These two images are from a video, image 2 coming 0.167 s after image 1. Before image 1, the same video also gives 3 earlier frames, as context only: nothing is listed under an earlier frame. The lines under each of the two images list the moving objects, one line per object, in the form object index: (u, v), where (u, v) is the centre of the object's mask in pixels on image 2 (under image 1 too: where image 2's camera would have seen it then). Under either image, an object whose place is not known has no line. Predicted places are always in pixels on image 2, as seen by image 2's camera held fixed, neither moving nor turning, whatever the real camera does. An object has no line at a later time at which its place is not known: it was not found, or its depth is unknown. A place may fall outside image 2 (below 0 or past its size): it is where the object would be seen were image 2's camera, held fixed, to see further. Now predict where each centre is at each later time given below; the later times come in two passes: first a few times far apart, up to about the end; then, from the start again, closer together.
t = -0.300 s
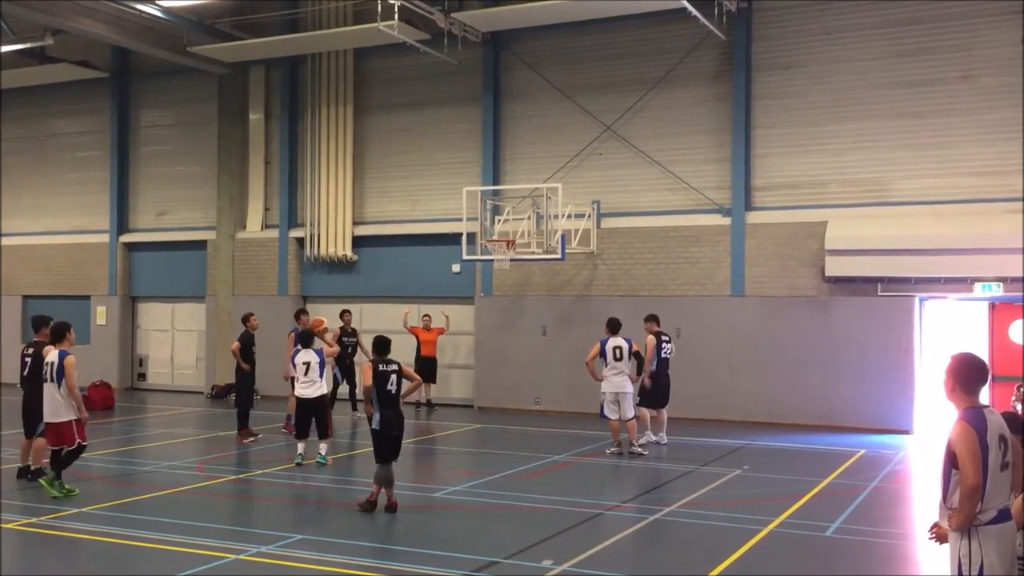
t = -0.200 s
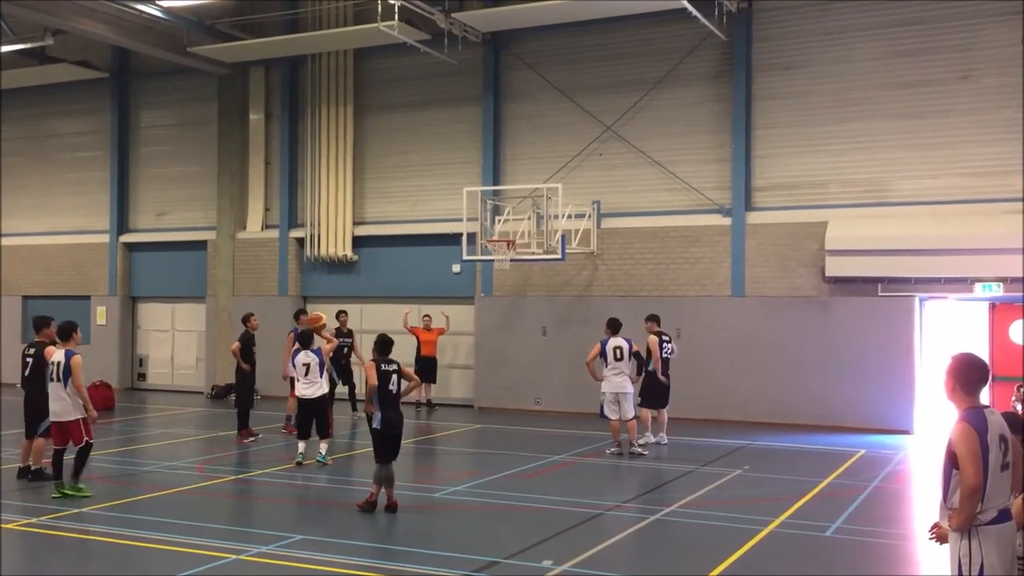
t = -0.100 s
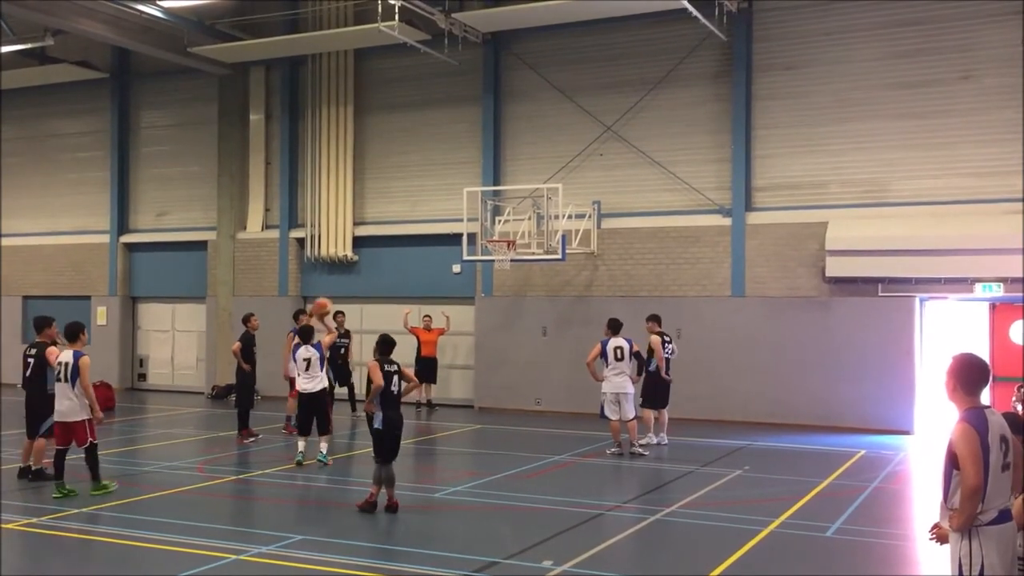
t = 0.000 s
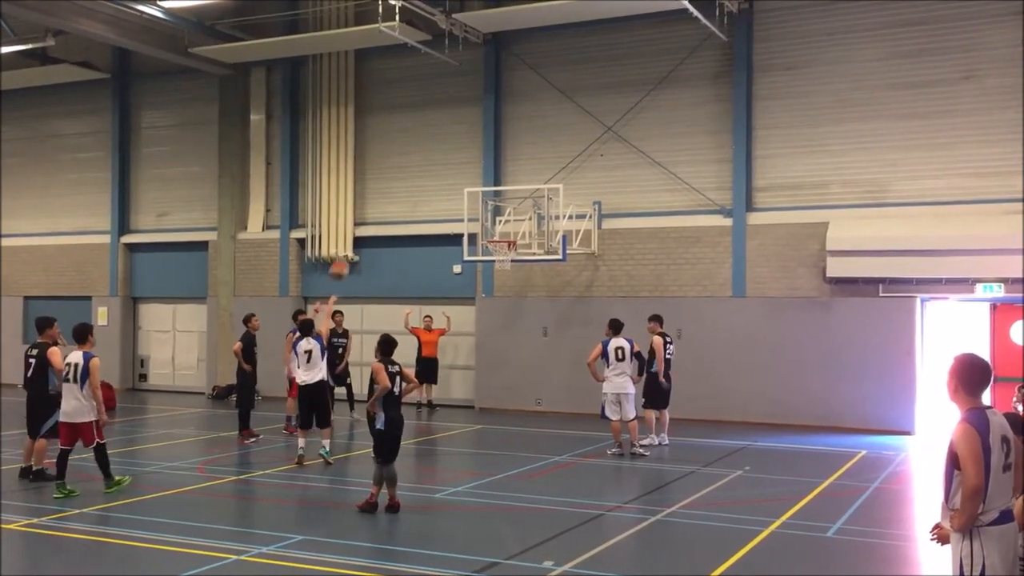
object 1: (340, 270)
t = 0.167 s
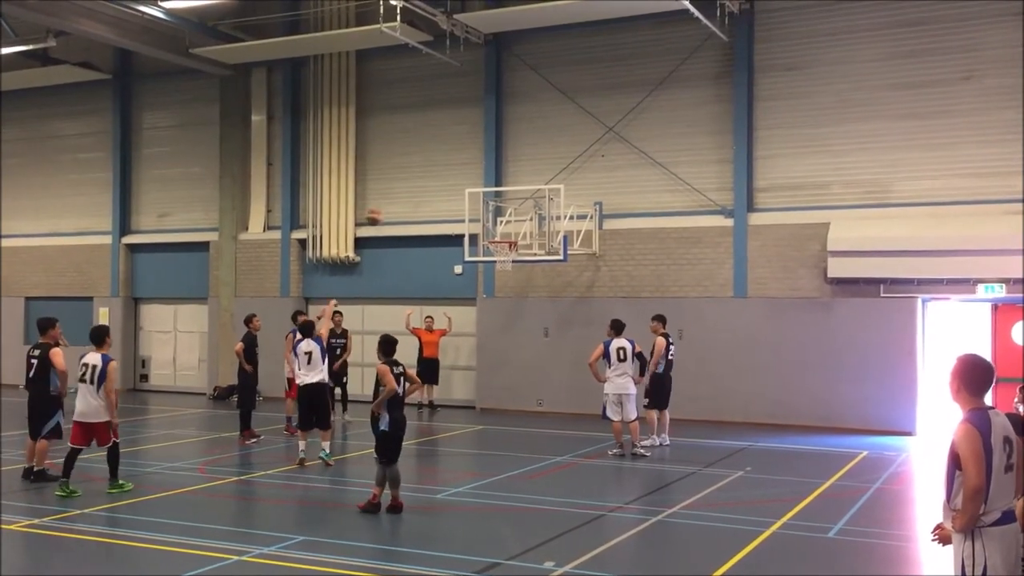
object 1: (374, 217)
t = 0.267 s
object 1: (392, 196)
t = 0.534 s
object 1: (438, 175)
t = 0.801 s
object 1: (477, 201)
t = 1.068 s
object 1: (508, 256)
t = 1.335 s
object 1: (506, 294)
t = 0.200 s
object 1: (379, 209)
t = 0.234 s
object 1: (386, 201)
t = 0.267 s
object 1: (392, 196)
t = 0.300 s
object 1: (398, 190)
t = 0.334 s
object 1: (404, 186)
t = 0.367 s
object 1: (410, 182)
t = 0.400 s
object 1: (415, 179)
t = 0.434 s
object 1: (421, 177)
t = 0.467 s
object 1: (427, 175)
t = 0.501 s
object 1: (432, 176)
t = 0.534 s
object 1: (438, 175)
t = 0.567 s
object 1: (443, 176)
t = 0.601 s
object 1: (448, 178)
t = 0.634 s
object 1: (453, 180)
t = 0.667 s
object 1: (457, 184)
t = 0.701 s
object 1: (463, 186)
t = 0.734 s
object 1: (467, 191)
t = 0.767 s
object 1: (472, 195)
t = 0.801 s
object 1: (477, 201)
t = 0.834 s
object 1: (481, 207)
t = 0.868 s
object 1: (486, 212)
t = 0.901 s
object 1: (490, 220)
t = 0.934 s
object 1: (495, 228)
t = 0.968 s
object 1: (499, 235)
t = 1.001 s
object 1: (502, 247)
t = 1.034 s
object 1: (506, 252)
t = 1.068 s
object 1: (508, 256)
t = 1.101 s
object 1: (509, 257)
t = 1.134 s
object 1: (509, 258)
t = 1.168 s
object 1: (508, 263)
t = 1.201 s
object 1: (509, 266)
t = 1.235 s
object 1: (509, 272)
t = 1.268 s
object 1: (507, 278)
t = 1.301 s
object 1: (507, 285)
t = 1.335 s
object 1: (506, 294)
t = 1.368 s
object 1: (505, 302)
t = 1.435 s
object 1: (504, 321)
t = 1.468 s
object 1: (503, 331)
